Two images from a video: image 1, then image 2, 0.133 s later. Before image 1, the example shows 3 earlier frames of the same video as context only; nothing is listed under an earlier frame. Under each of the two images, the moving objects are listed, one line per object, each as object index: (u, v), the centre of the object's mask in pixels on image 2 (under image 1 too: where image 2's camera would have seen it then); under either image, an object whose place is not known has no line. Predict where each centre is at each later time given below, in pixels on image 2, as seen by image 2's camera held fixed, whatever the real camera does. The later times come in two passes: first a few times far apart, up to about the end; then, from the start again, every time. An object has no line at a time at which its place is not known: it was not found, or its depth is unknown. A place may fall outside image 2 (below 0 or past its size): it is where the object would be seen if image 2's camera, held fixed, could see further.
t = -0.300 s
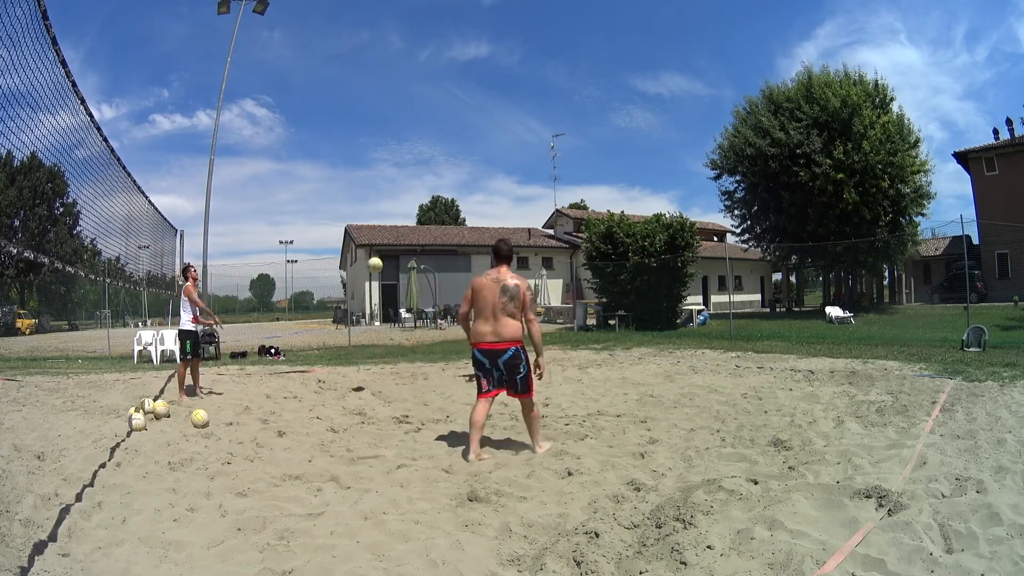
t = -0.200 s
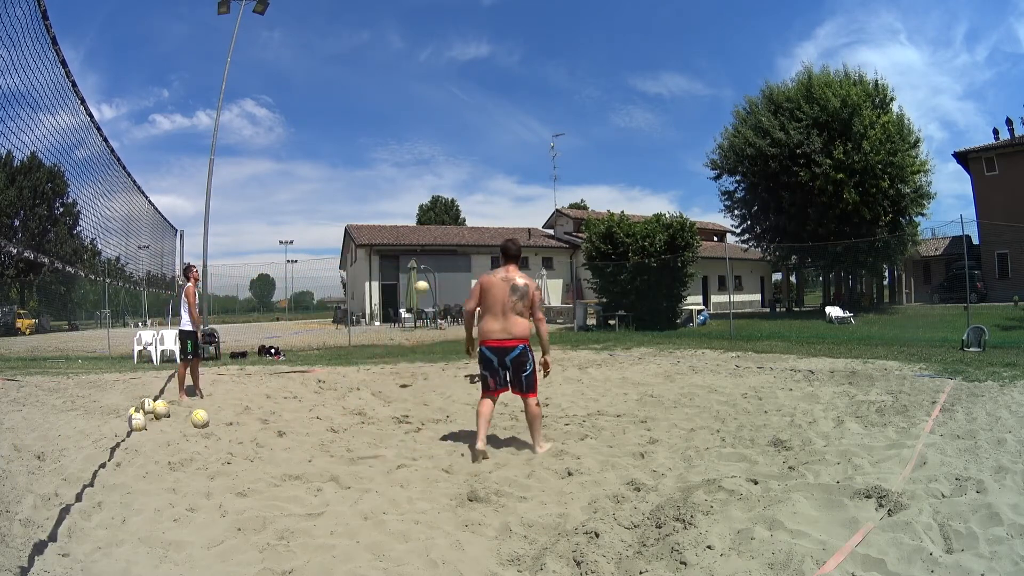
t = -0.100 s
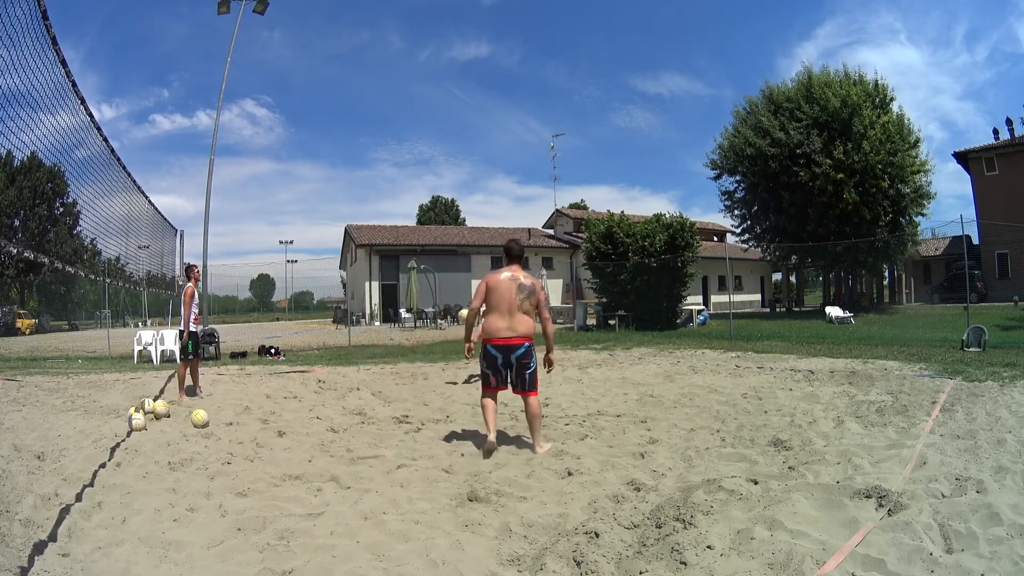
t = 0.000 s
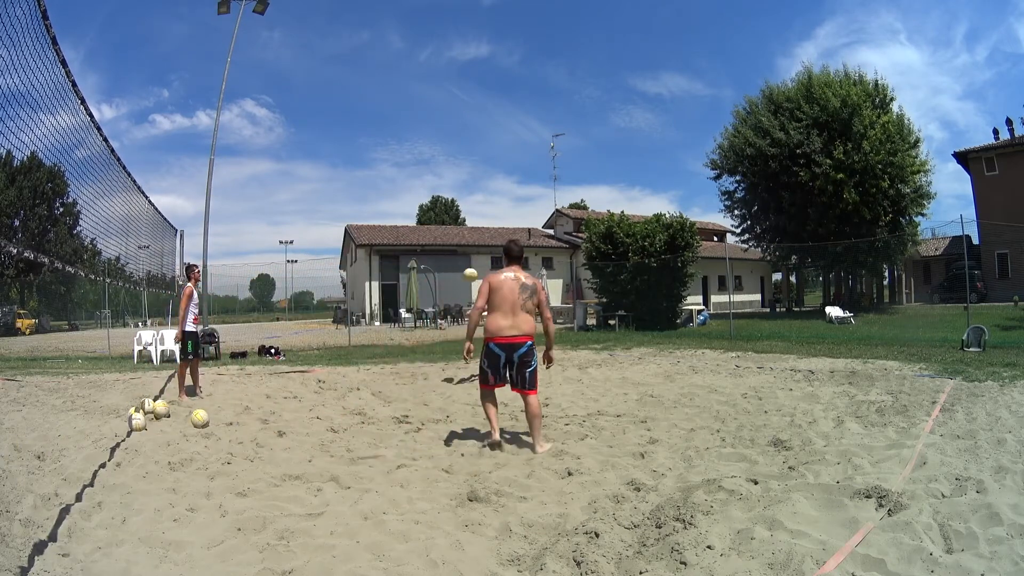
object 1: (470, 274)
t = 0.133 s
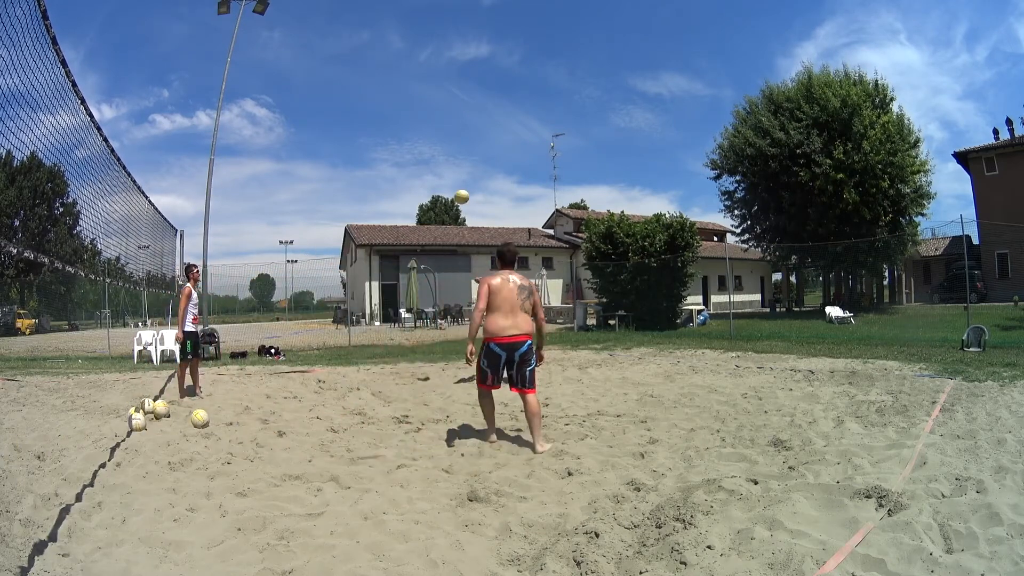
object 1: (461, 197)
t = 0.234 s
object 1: (457, 146)
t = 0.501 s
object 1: (447, 49)
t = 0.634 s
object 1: (443, 19)
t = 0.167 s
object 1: (460, 179)
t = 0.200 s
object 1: (458, 162)
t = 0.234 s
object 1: (457, 146)
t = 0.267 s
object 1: (455, 131)
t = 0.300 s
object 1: (454, 117)
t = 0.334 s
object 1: (453, 104)
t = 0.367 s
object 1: (451, 91)
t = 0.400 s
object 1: (450, 80)
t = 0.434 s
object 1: (449, 69)
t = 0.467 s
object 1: (448, 59)
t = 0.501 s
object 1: (447, 49)
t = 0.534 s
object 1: (446, 41)
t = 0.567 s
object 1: (445, 33)
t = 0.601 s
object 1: (444, 26)
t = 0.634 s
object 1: (443, 19)
